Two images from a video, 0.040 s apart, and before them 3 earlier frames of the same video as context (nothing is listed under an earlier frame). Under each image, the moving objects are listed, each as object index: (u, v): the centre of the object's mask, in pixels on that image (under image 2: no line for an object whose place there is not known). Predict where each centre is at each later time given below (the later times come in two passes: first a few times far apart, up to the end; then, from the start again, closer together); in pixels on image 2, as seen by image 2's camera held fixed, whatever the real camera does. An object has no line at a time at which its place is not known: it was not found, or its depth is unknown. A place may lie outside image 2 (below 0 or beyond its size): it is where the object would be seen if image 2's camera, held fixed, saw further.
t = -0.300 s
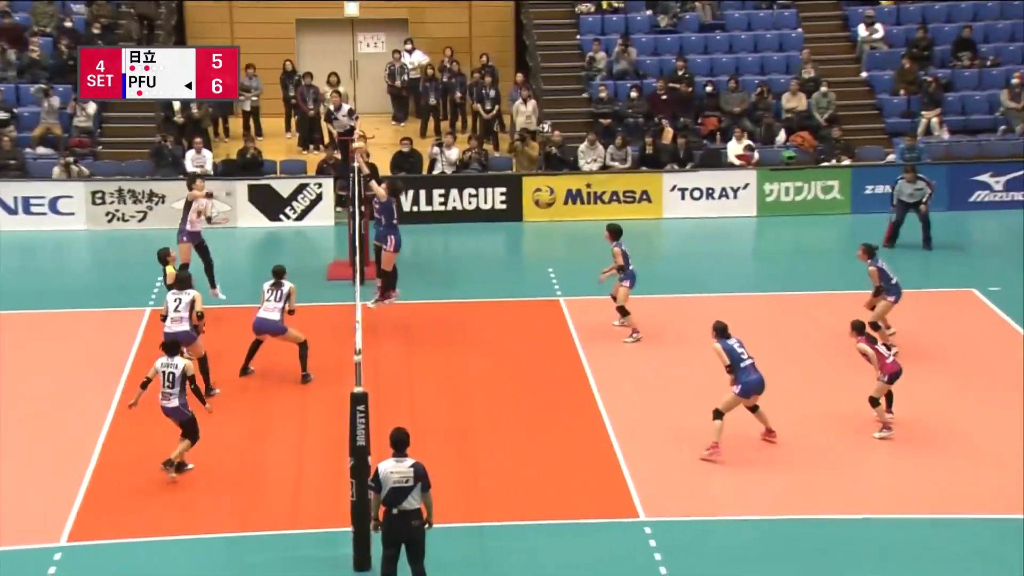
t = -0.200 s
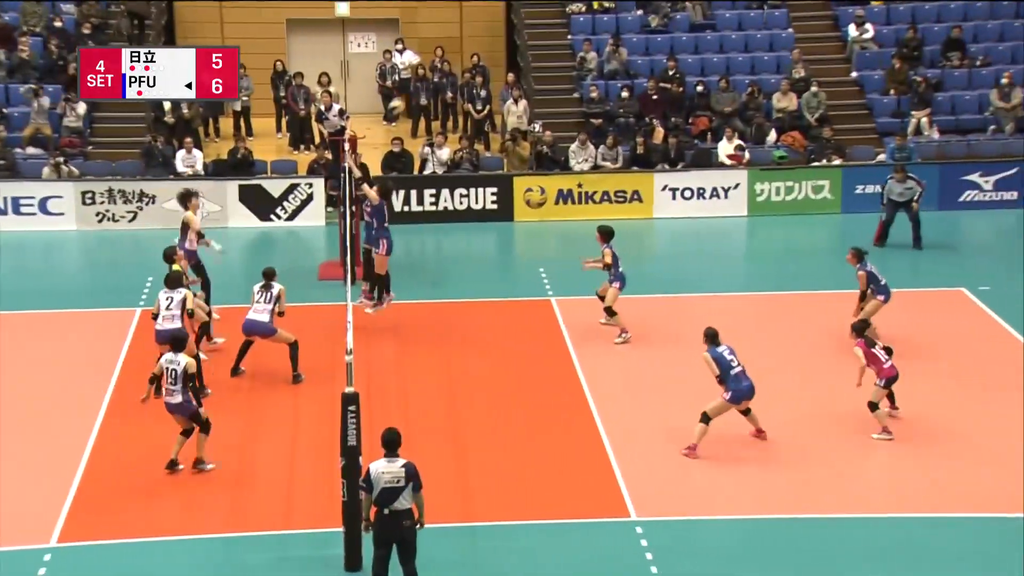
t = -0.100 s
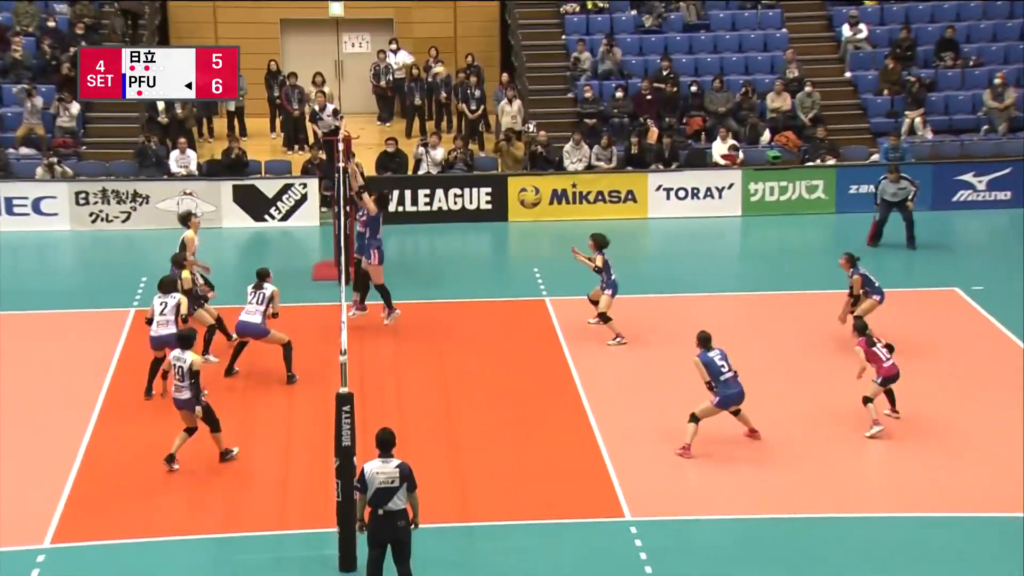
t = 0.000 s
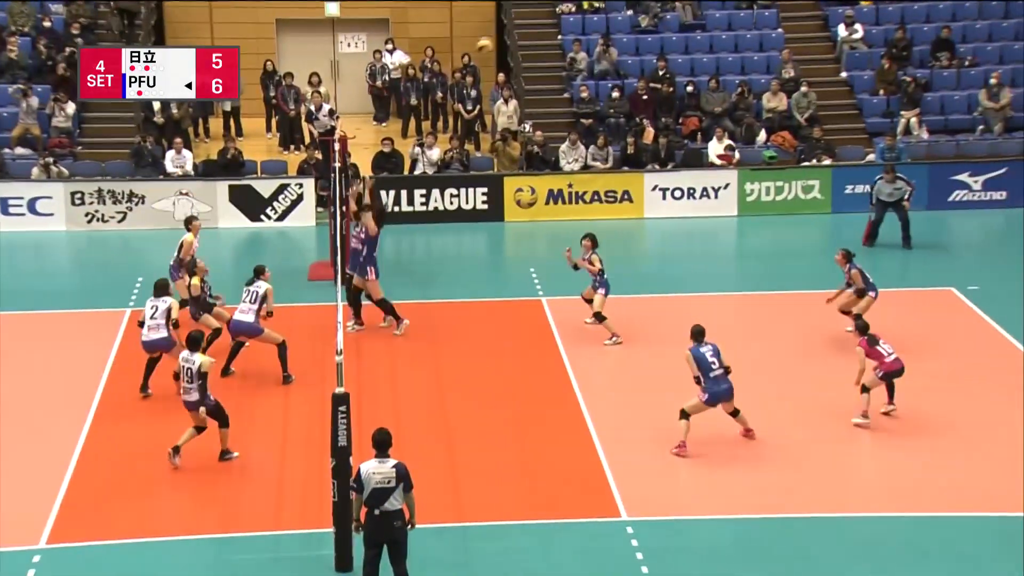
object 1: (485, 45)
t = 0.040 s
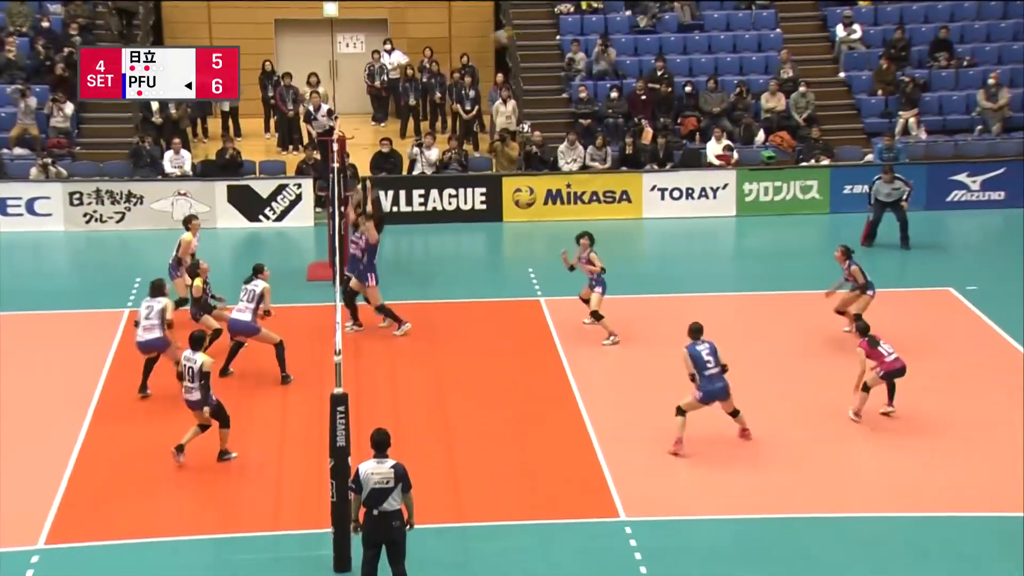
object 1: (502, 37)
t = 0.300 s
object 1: (638, 14)
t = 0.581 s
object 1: (782, 50)
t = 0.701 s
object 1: (843, 89)
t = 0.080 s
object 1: (524, 29)
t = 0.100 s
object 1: (533, 26)
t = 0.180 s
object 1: (575, 15)
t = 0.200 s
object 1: (585, 15)
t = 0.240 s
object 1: (608, 14)
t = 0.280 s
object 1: (627, 12)
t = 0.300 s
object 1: (638, 14)
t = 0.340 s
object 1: (661, 15)
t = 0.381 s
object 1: (680, 18)
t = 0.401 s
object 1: (688, 21)
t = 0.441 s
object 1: (712, 24)
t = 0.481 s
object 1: (730, 30)
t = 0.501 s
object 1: (742, 35)
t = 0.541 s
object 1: (763, 44)
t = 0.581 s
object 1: (782, 50)
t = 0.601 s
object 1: (791, 57)
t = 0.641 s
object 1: (812, 69)
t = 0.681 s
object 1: (835, 83)
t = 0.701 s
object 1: (843, 89)
